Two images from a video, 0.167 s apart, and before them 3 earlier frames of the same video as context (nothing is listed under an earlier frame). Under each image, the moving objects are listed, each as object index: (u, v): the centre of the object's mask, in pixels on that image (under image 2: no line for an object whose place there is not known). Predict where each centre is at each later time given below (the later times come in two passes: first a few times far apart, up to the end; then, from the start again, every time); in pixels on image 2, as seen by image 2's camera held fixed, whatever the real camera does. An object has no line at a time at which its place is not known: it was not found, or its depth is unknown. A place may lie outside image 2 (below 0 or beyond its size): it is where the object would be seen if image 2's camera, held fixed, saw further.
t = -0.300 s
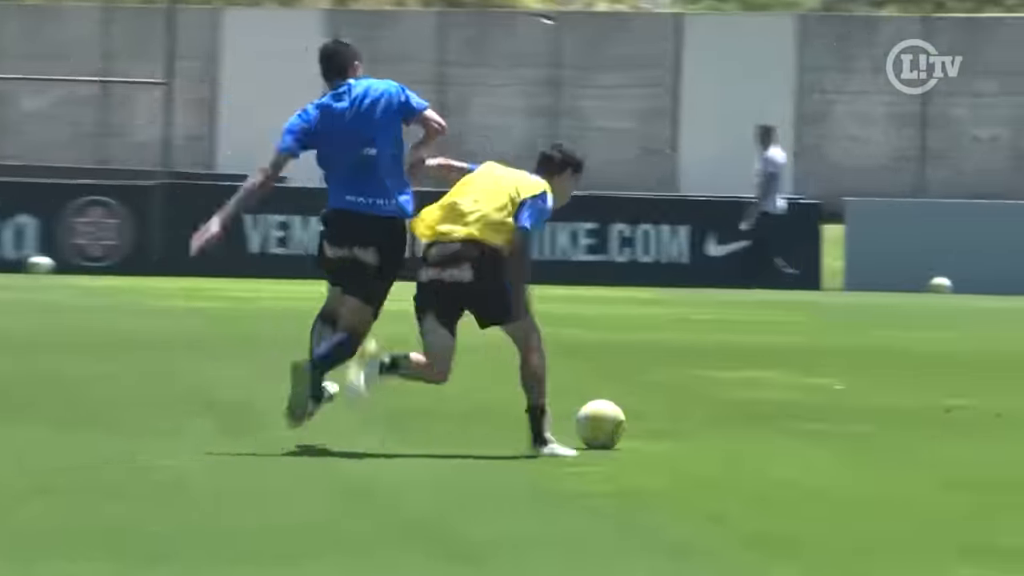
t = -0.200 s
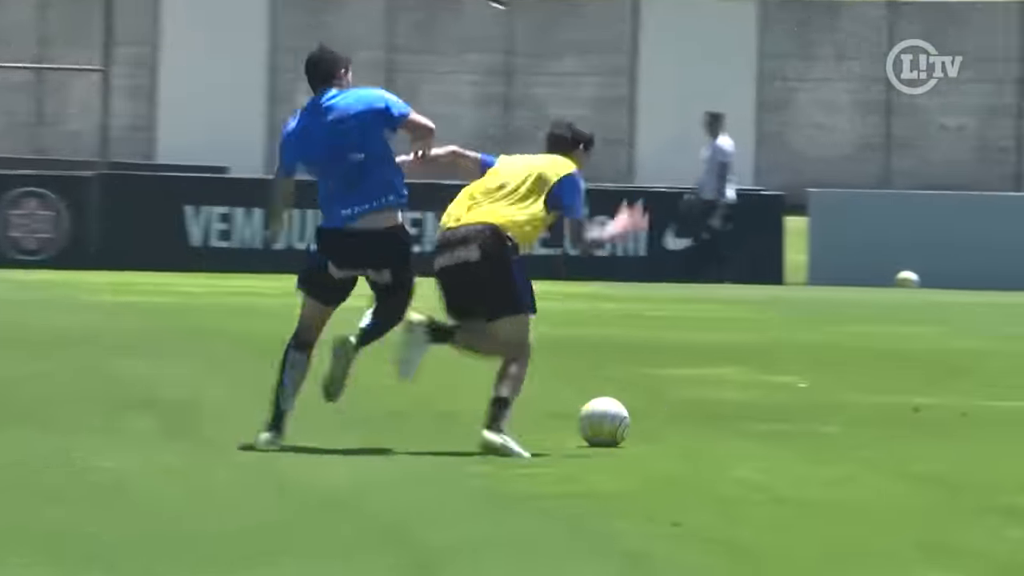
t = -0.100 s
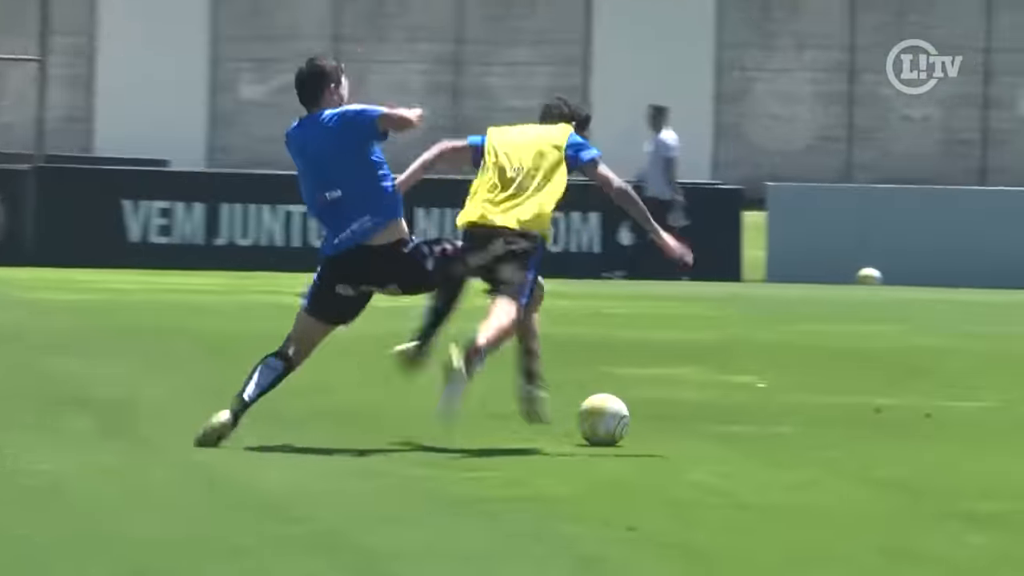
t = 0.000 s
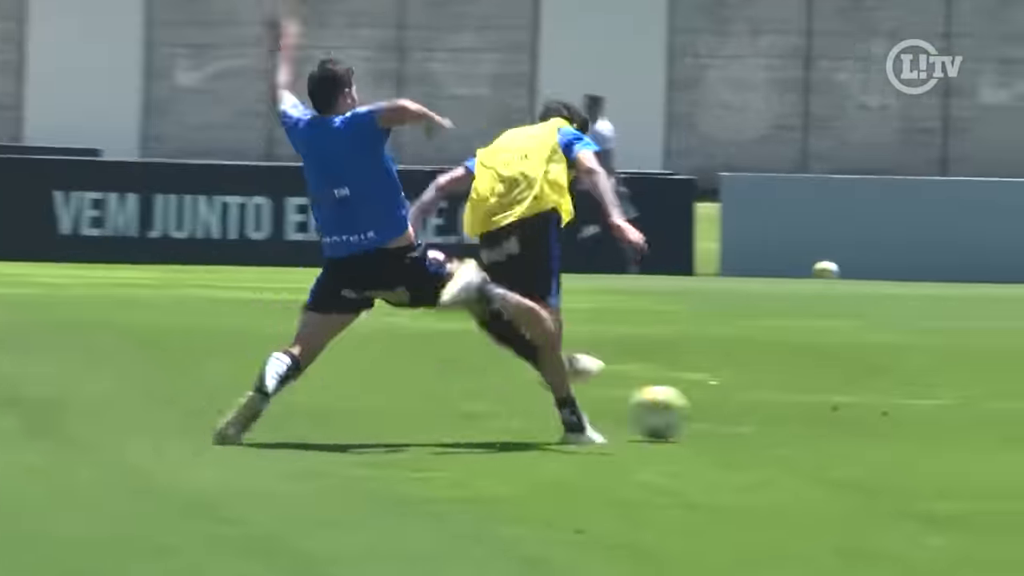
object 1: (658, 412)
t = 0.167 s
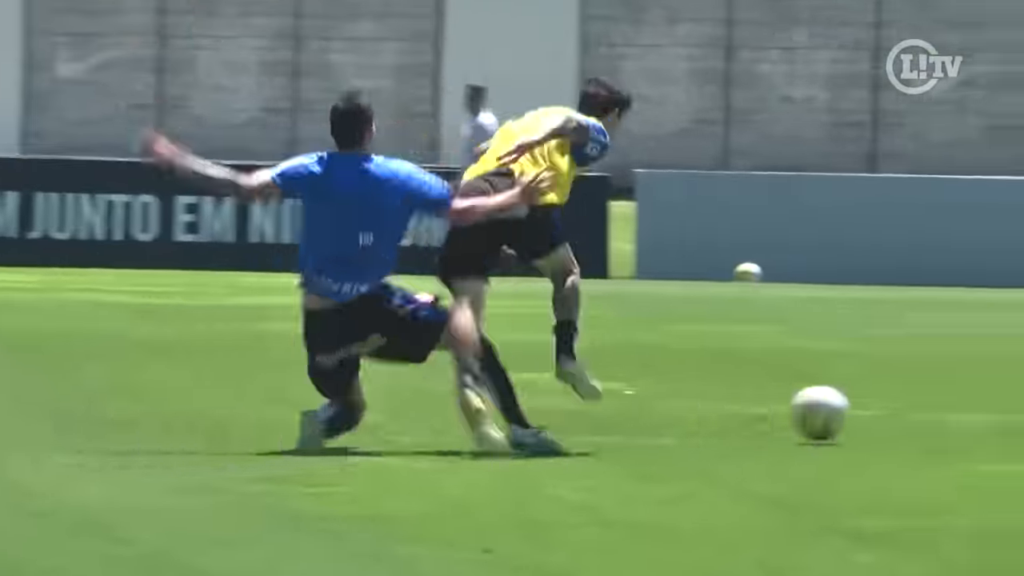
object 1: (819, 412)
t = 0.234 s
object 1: (908, 415)
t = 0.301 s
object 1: (989, 409)
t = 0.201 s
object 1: (864, 412)
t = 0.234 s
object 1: (908, 415)
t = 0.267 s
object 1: (950, 412)
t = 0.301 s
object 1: (989, 409)
